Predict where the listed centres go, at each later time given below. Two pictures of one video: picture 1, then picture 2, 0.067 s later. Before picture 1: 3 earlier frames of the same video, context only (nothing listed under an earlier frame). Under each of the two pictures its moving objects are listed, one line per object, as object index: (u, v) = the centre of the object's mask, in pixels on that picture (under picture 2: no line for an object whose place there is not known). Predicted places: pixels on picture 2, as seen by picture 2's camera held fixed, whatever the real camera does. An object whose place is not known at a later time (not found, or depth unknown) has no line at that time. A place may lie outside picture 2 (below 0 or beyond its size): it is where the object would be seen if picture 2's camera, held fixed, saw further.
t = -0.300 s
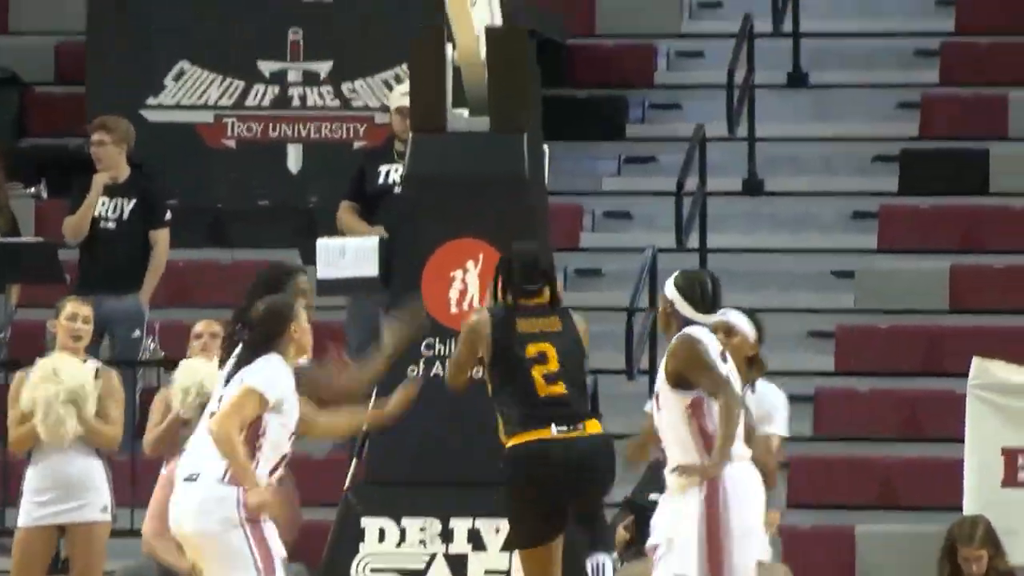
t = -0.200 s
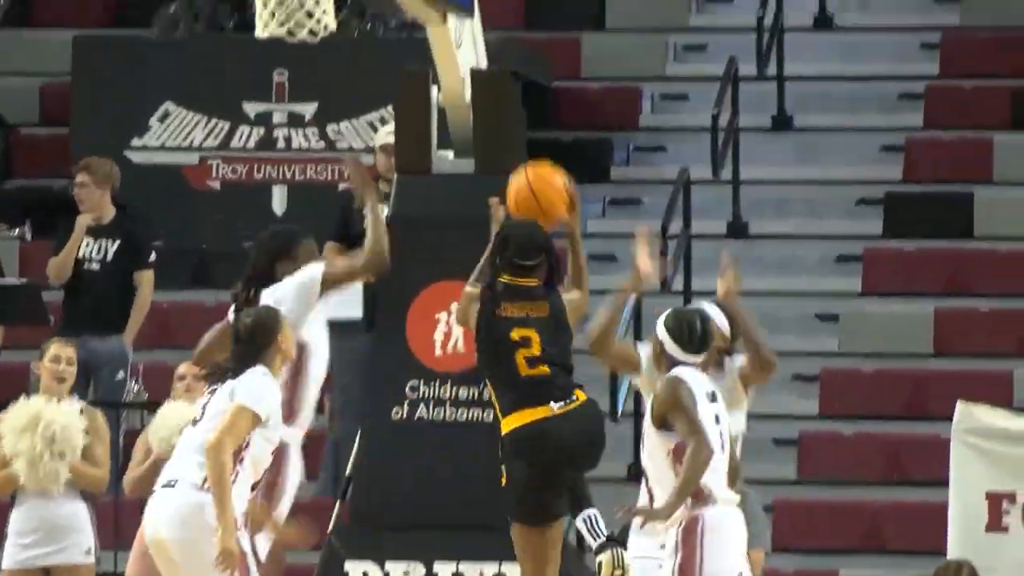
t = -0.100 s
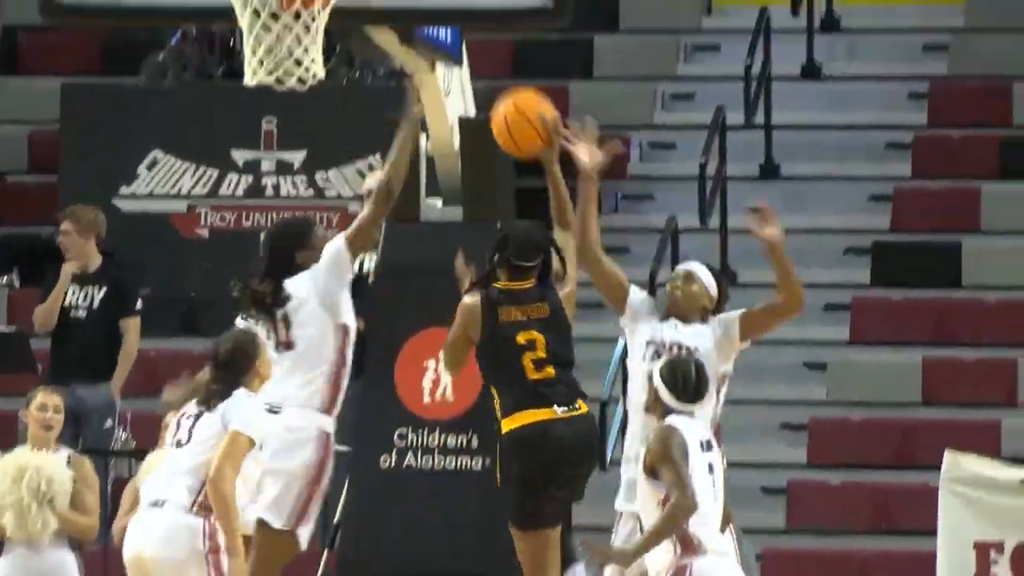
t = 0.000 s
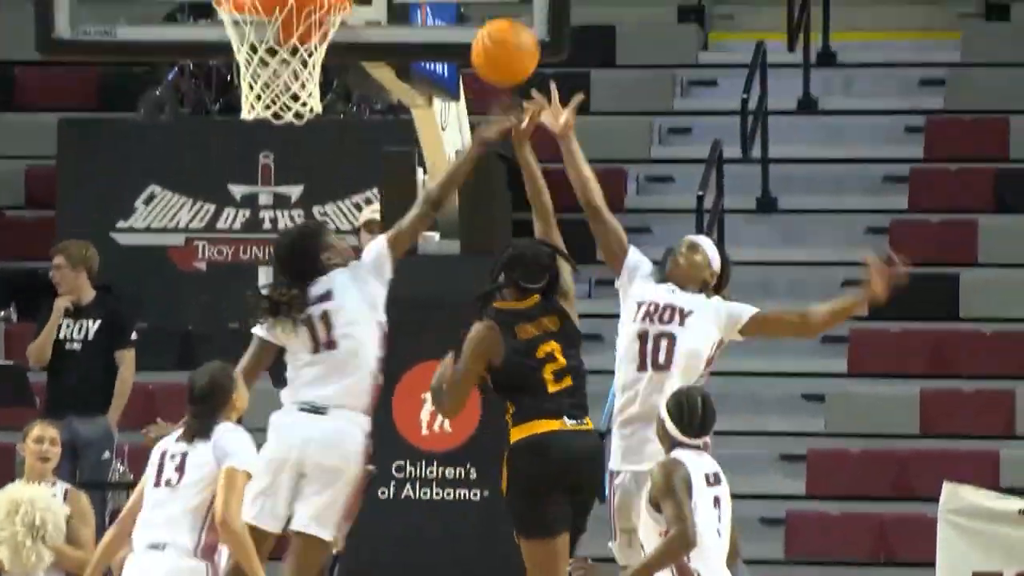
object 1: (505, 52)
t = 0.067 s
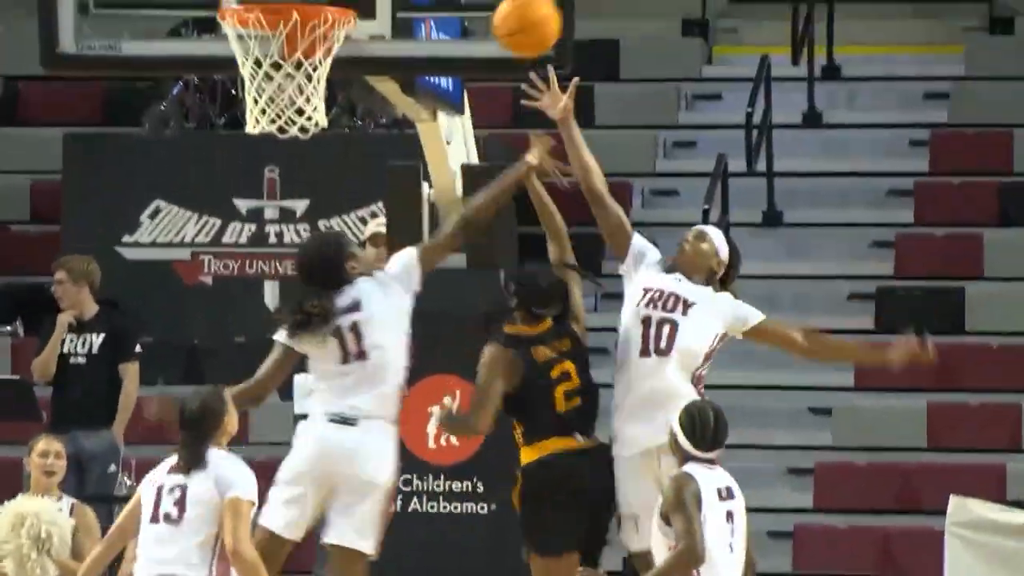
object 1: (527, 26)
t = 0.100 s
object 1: (534, 16)
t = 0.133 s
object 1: (543, 8)
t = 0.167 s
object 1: (549, -1)
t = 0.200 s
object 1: (556, -9)
